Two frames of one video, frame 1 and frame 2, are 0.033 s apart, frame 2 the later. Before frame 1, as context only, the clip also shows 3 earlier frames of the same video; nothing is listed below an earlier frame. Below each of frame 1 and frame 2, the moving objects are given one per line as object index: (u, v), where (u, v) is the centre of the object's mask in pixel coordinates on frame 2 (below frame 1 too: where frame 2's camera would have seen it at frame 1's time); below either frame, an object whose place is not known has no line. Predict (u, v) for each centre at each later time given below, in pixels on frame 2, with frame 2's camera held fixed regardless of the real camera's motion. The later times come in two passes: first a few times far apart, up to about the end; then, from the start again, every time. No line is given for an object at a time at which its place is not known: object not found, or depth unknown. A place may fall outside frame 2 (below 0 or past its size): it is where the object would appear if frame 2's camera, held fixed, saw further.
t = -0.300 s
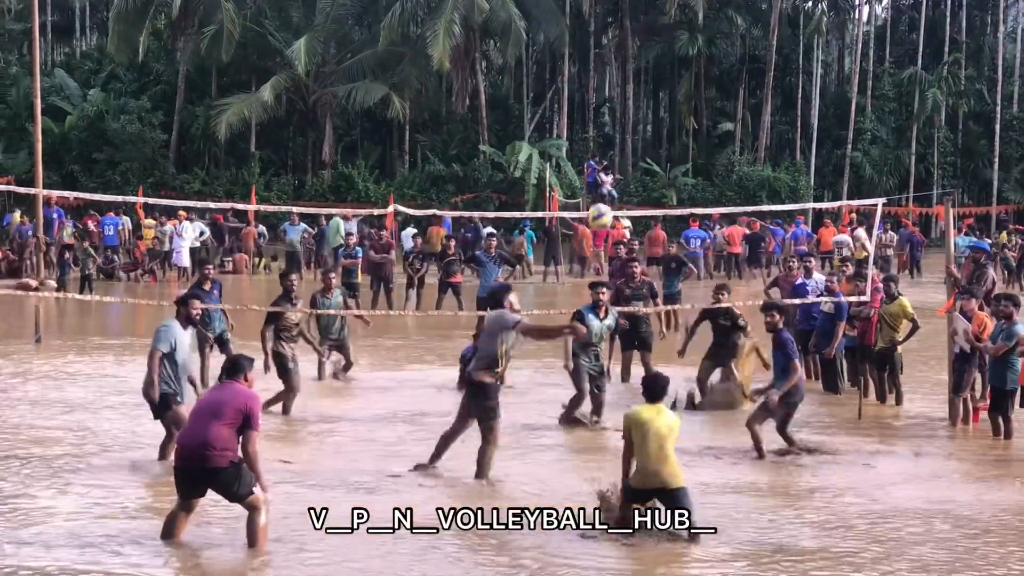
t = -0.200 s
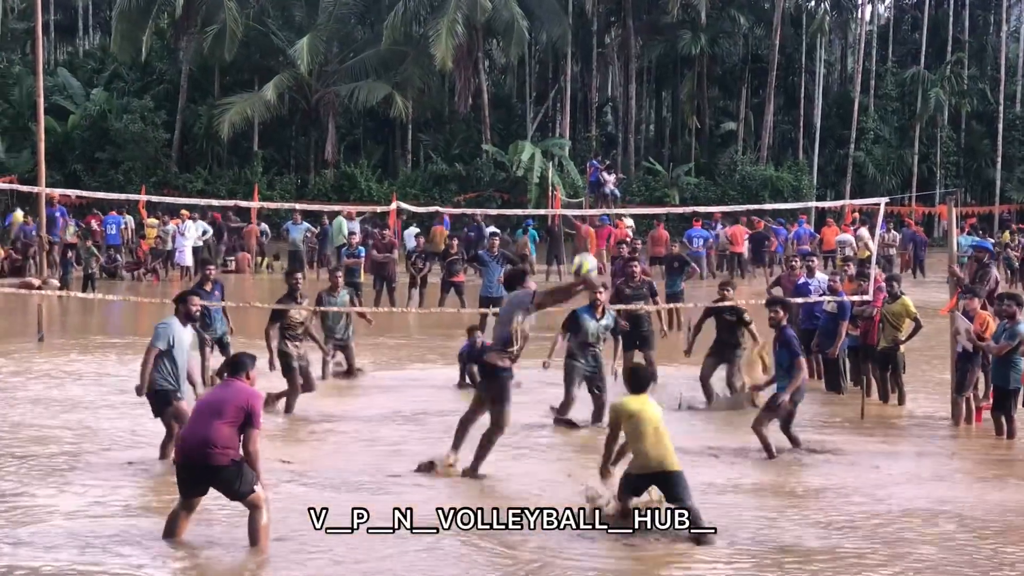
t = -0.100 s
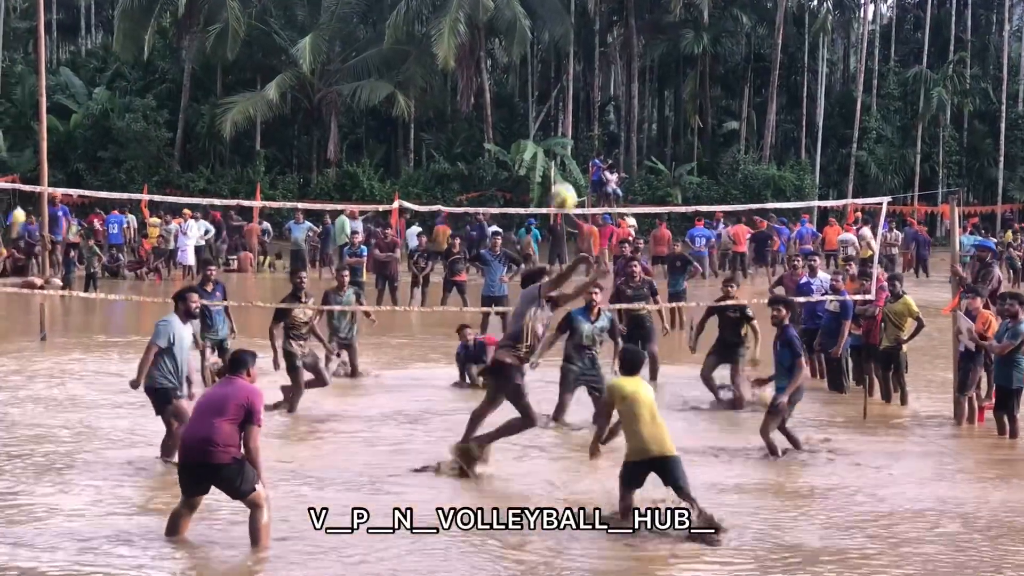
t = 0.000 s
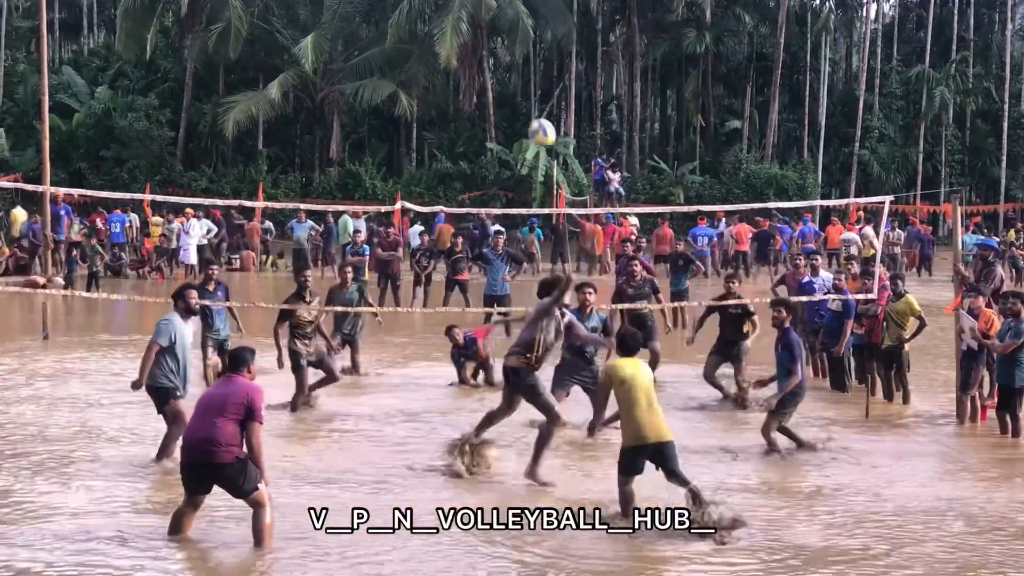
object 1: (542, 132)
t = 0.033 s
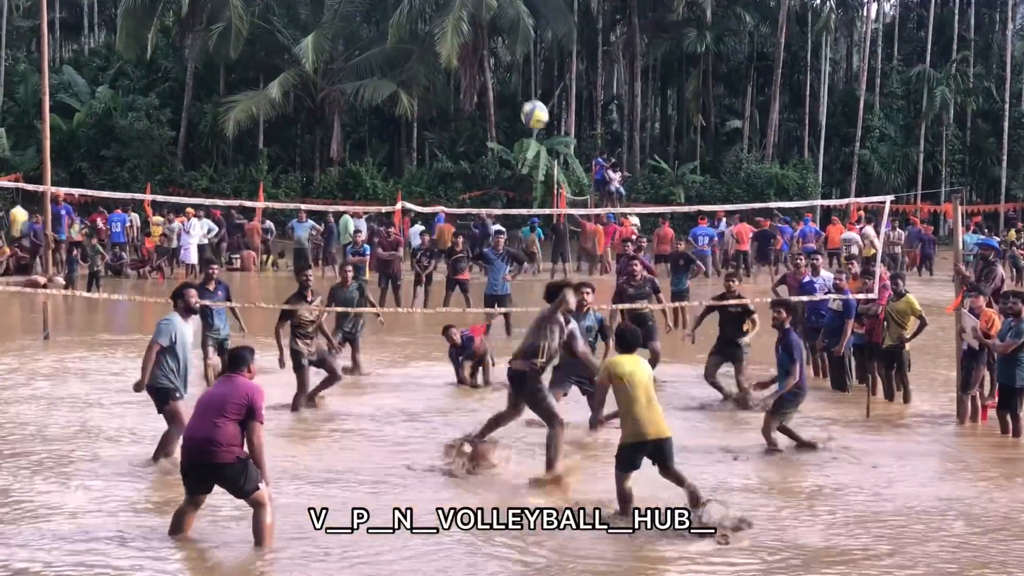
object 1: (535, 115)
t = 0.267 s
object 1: (481, 29)
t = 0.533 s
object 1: (420, 15)
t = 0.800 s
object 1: (361, 84)
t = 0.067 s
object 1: (527, 98)
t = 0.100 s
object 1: (519, 83)
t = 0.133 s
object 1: (511, 69)
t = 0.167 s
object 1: (504, 57)
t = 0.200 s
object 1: (497, 47)
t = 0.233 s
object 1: (488, 36)
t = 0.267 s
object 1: (481, 29)
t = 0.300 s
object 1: (473, 22)
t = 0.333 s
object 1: (466, 16)
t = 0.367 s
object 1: (458, 15)
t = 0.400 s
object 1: (451, 12)
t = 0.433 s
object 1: (443, 13)
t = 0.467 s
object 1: (435, 13)
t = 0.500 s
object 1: (427, 14)
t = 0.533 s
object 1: (420, 15)
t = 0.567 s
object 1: (412, 18)
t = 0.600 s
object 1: (404, 24)
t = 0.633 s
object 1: (397, 31)
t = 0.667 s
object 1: (390, 39)
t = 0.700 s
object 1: (383, 48)
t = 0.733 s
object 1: (375, 59)
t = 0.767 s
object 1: (368, 70)
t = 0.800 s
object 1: (361, 84)
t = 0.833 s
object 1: (353, 98)
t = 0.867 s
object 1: (346, 113)
